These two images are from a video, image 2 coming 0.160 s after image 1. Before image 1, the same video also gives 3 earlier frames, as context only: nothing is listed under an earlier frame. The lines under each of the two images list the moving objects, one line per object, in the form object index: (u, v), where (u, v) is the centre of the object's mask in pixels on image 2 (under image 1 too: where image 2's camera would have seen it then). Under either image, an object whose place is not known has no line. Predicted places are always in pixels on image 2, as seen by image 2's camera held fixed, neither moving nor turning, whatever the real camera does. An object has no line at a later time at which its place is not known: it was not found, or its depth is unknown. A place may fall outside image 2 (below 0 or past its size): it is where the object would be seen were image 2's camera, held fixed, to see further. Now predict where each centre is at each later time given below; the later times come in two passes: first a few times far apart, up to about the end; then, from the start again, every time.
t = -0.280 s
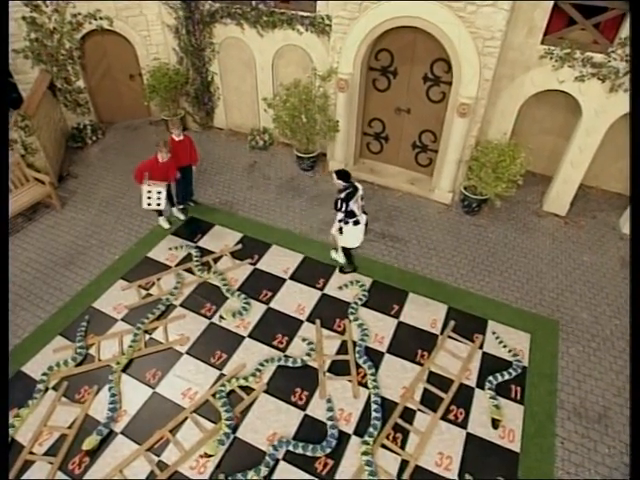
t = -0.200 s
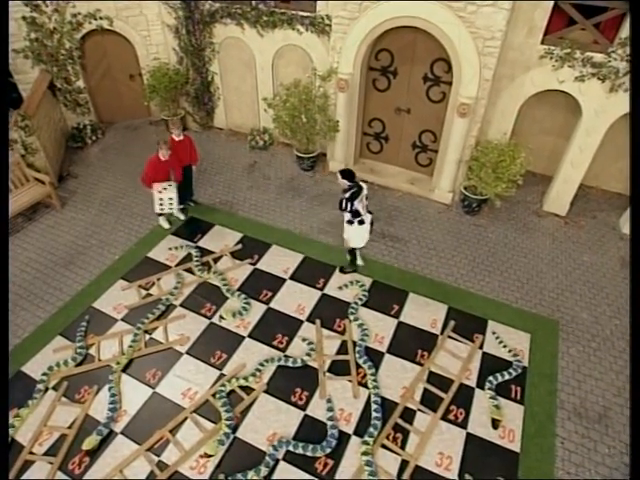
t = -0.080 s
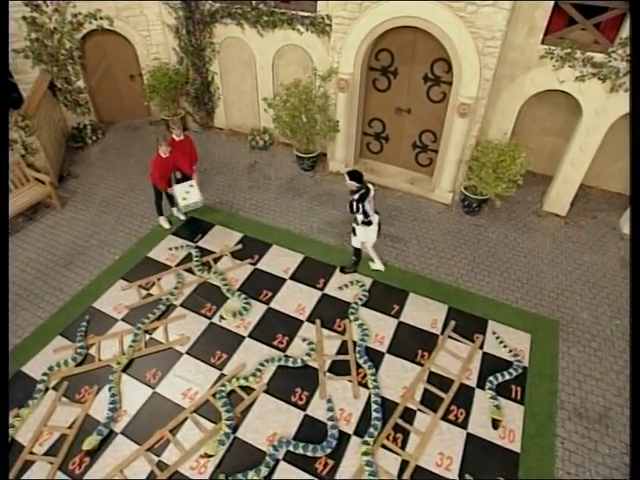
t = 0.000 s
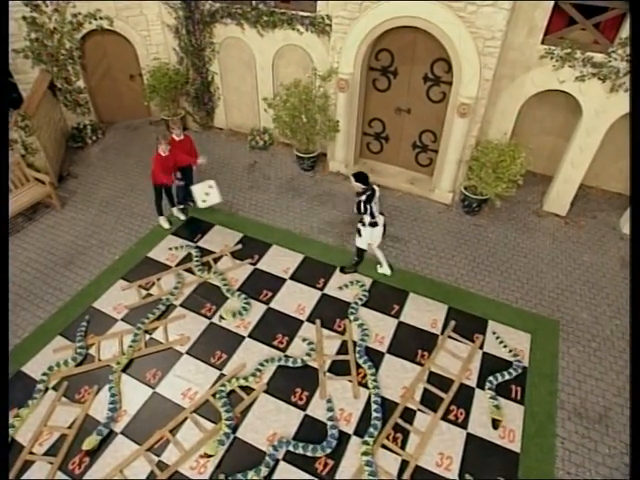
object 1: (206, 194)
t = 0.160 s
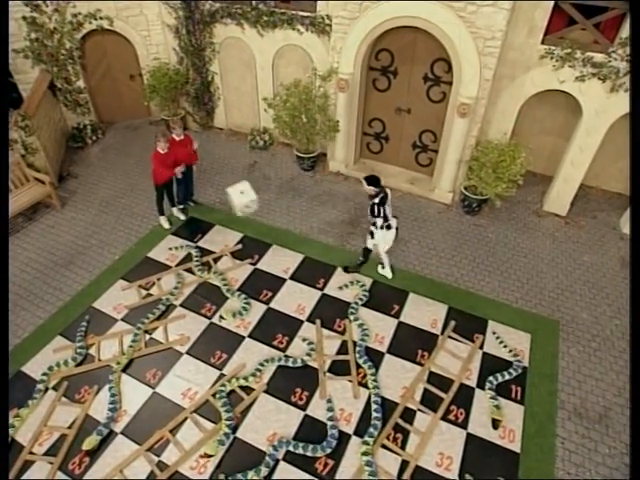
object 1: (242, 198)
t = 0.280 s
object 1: (271, 212)
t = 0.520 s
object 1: (311, 218)
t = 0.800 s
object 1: (346, 225)
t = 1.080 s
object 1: (385, 225)
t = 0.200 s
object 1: (252, 201)
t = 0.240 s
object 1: (261, 206)
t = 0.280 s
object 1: (271, 212)
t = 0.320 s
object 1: (279, 218)
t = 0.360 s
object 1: (288, 224)
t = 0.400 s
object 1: (295, 228)
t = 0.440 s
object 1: (300, 225)
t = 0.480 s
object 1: (305, 221)
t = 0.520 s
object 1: (311, 218)
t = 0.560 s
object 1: (316, 217)
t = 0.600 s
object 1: (321, 216)
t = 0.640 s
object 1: (325, 218)
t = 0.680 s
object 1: (332, 218)
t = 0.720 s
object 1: (337, 220)
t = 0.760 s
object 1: (342, 223)
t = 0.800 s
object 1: (346, 225)
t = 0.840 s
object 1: (352, 223)
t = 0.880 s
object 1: (359, 223)
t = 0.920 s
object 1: (364, 223)
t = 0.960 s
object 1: (369, 224)
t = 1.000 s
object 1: (374, 223)
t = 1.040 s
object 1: (379, 223)
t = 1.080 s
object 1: (385, 225)
